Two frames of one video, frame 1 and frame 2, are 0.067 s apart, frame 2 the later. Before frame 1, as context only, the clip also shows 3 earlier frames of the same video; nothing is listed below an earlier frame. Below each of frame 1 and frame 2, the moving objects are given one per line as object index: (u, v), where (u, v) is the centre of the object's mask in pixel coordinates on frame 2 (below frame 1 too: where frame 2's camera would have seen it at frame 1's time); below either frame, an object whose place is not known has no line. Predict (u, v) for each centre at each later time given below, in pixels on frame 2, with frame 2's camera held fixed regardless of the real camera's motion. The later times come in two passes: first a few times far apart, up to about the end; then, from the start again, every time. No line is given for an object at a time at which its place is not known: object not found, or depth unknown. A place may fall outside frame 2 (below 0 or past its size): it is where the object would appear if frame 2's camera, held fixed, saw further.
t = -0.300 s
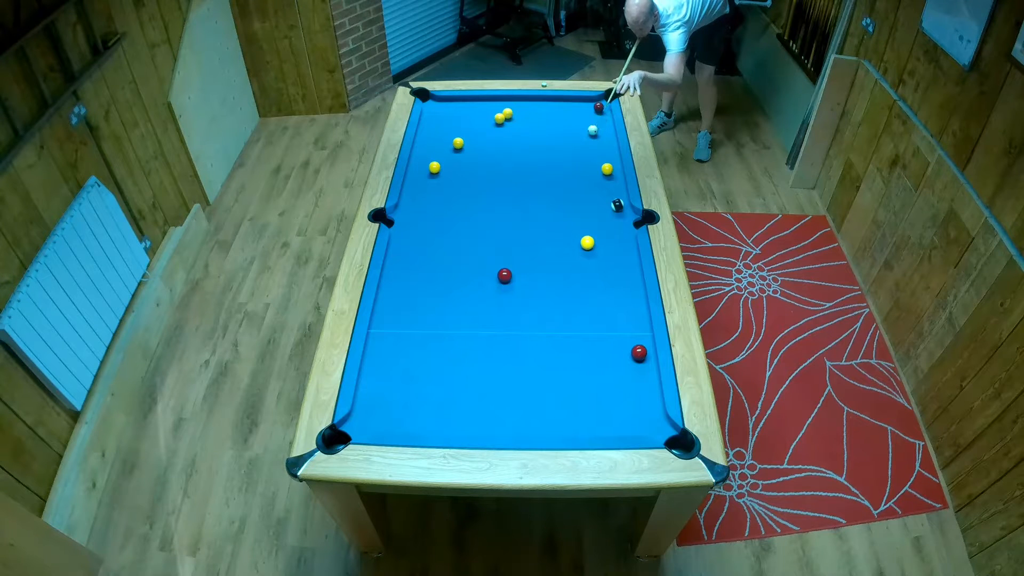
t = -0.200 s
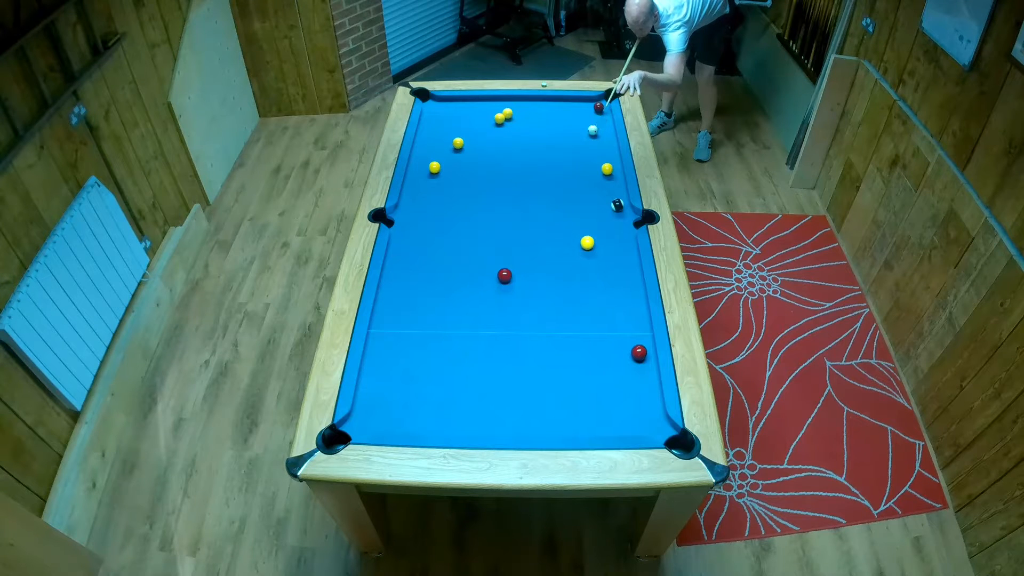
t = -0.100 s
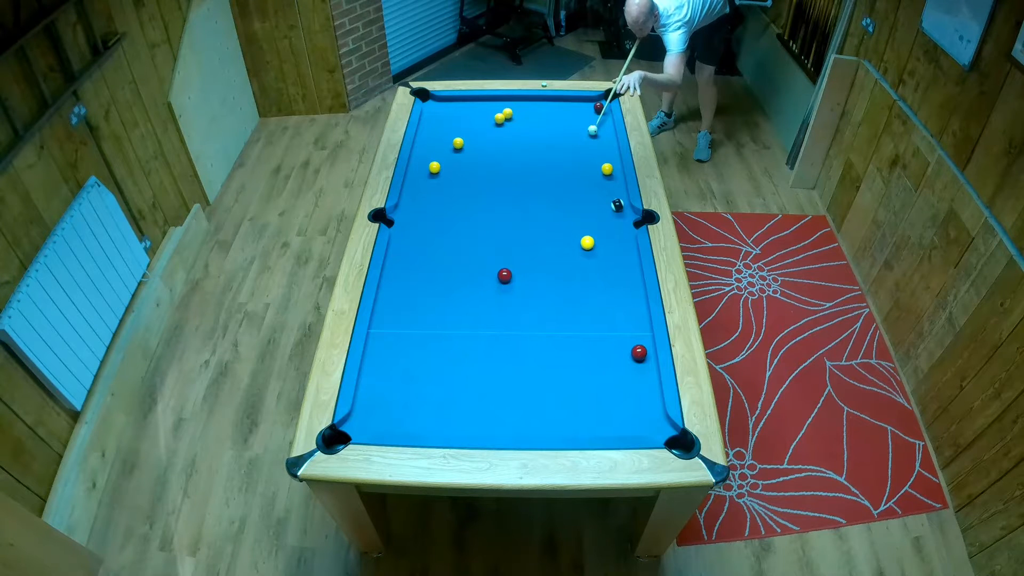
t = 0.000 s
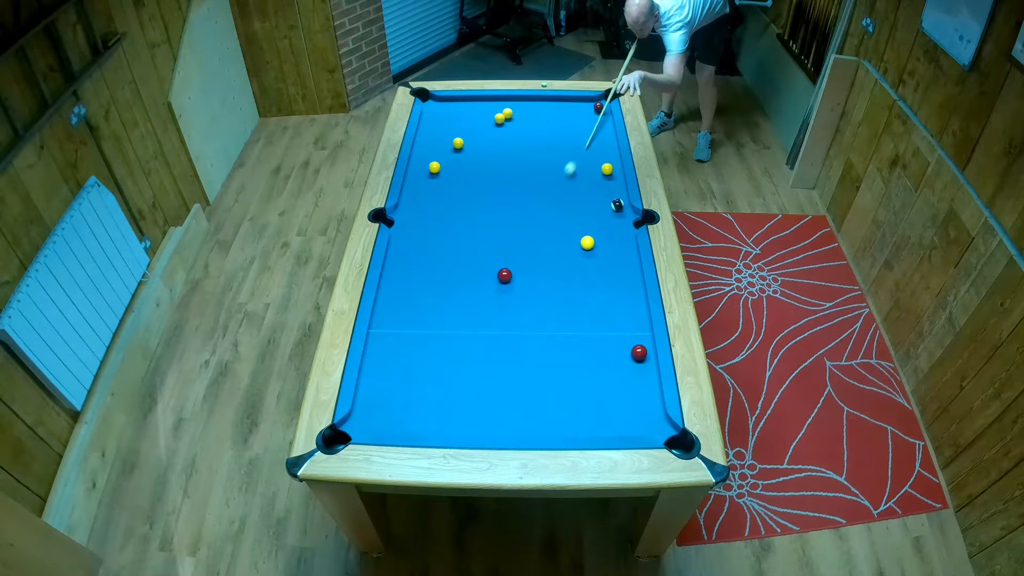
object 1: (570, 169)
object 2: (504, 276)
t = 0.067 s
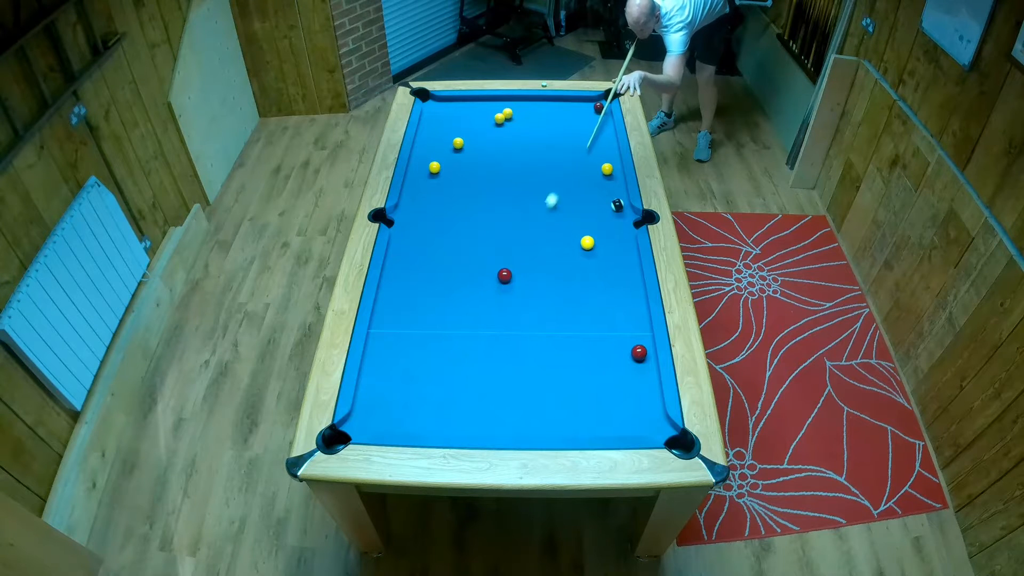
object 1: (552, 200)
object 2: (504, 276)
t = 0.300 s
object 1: (531, 272)
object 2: (451, 329)
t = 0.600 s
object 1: (573, 281)
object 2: (333, 446)
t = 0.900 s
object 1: (614, 289)
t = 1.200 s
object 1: (633, 294)
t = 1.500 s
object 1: (614, 295)
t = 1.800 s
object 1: (597, 296)
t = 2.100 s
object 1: (582, 296)
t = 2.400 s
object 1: (570, 295)
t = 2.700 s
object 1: (561, 295)
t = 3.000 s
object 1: (554, 293)
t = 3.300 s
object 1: (550, 292)
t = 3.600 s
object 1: (548, 292)
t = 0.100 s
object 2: (504, 276)
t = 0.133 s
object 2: (504, 276)
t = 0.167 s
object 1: (520, 254)
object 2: (504, 276)
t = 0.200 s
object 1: (515, 268)
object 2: (499, 281)
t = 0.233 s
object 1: (521, 269)
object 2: (483, 297)
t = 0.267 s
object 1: (526, 271)
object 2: (467, 313)
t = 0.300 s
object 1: (531, 272)
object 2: (451, 329)
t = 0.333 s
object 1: (536, 273)
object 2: (435, 345)
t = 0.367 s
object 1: (541, 274)
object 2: (419, 361)
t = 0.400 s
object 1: (546, 275)
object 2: (403, 377)
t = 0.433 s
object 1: (550, 276)
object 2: (387, 393)
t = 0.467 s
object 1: (555, 277)
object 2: (371, 410)
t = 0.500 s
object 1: (560, 278)
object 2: (355, 425)
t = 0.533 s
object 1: (564, 279)
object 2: (339, 439)
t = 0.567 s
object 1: (569, 280)
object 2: (333, 445)
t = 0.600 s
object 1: (573, 281)
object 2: (333, 446)
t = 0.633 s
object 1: (578, 282)
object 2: (336, 446)
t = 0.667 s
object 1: (582, 282)
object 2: (341, 444)
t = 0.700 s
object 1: (587, 283)
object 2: (345, 442)
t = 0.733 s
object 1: (592, 284)
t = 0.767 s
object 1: (596, 285)
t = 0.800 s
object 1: (600, 286)
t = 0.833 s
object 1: (605, 287)
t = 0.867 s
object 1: (609, 288)
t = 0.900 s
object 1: (614, 289)
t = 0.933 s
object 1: (618, 290)
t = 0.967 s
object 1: (622, 291)
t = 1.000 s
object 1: (626, 292)
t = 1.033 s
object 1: (631, 292)
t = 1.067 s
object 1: (635, 293)
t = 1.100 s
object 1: (639, 294)
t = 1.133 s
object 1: (638, 294)
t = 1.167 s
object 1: (635, 294)
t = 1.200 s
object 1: (633, 294)
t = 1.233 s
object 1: (630, 294)
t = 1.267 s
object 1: (628, 295)
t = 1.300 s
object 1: (626, 295)
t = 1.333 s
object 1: (624, 295)
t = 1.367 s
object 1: (622, 295)
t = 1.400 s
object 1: (620, 295)
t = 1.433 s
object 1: (618, 295)
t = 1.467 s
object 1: (616, 295)
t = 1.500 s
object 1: (614, 295)
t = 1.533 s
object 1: (612, 295)
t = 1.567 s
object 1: (610, 295)
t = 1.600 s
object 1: (608, 295)
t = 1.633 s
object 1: (606, 295)
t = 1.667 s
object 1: (604, 296)
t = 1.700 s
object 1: (602, 296)
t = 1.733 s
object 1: (600, 296)
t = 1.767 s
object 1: (599, 296)
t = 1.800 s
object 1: (597, 296)
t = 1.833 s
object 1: (595, 296)
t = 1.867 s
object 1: (593, 296)
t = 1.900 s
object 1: (592, 296)
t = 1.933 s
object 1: (590, 296)
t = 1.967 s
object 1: (588, 296)
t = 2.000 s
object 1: (587, 296)
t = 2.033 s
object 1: (585, 296)
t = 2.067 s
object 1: (584, 296)
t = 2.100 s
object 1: (582, 296)
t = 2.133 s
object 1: (581, 296)
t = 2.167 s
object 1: (579, 296)
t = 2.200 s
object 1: (578, 296)
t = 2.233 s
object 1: (577, 296)
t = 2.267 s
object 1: (575, 296)
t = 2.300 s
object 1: (574, 296)
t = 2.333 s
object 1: (573, 296)
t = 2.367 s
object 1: (572, 296)
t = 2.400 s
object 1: (570, 295)
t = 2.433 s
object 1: (569, 295)
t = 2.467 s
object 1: (568, 295)
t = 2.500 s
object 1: (567, 295)
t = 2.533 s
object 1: (566, 295)
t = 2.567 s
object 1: (565, 295)
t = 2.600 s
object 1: (564, 295)
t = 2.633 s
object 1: (563, 295)
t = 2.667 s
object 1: (562, 295)
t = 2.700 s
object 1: (561, 295)
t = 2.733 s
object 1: (560, 294)
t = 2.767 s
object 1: (559, 294)
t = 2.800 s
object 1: (558, 294)
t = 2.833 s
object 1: (557, 294)
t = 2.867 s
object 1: (557, 294)
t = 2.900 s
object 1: (556, 294)
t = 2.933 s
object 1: (555, 294)
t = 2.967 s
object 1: (555, 294)
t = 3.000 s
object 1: (554, 293)
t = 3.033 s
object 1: (554, 293)
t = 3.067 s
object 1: (553, 293)
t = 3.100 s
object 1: (552, 293)
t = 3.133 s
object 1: (552, 293)
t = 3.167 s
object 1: (551, 293)
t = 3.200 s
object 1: (551, 293)
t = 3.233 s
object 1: (550, 293)
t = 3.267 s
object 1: (550, 292)
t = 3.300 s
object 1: (550, 292)
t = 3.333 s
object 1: (549, 292)
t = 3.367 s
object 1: (549, 292)
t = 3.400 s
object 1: (549, 292)
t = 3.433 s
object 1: (548, 292)
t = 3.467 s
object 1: (548, 292)
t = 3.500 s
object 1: (548, 292)
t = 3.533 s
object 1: (548, 292)
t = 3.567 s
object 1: (548, 292)
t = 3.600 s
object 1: (548, 292)
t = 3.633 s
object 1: (548, 292)
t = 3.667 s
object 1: (547, 292)
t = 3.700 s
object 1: (547, 292)
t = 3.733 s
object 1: (547, 292)
